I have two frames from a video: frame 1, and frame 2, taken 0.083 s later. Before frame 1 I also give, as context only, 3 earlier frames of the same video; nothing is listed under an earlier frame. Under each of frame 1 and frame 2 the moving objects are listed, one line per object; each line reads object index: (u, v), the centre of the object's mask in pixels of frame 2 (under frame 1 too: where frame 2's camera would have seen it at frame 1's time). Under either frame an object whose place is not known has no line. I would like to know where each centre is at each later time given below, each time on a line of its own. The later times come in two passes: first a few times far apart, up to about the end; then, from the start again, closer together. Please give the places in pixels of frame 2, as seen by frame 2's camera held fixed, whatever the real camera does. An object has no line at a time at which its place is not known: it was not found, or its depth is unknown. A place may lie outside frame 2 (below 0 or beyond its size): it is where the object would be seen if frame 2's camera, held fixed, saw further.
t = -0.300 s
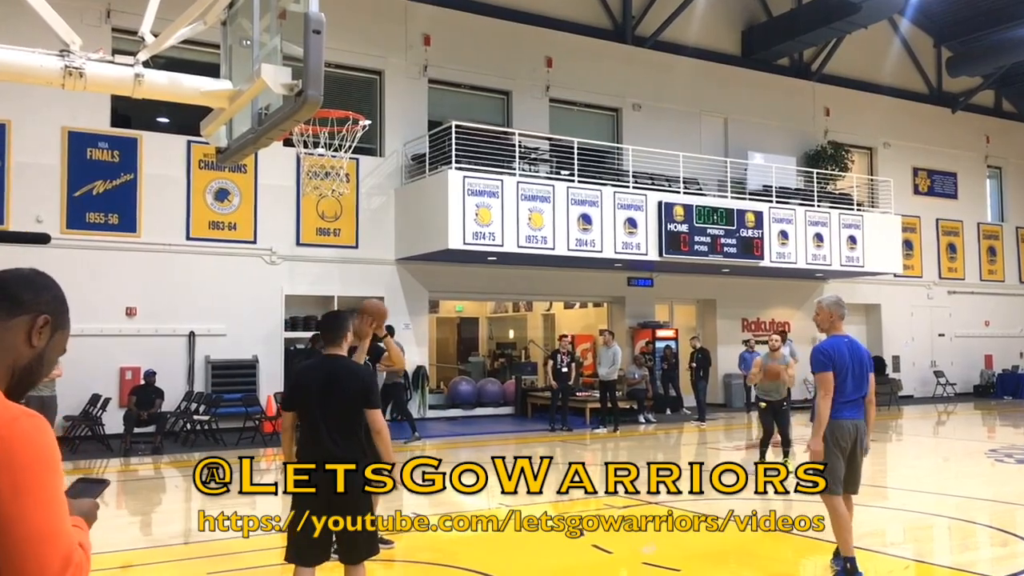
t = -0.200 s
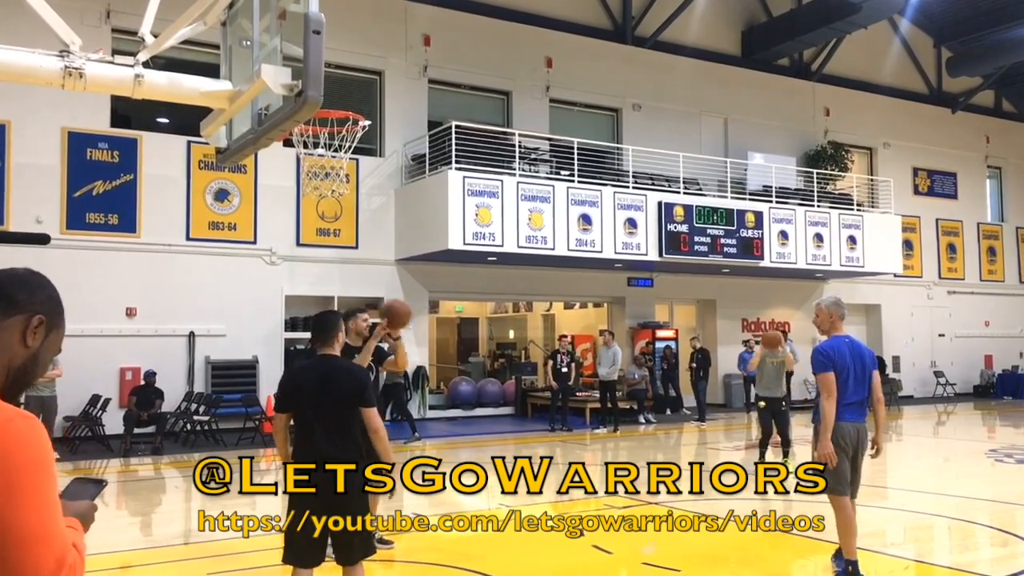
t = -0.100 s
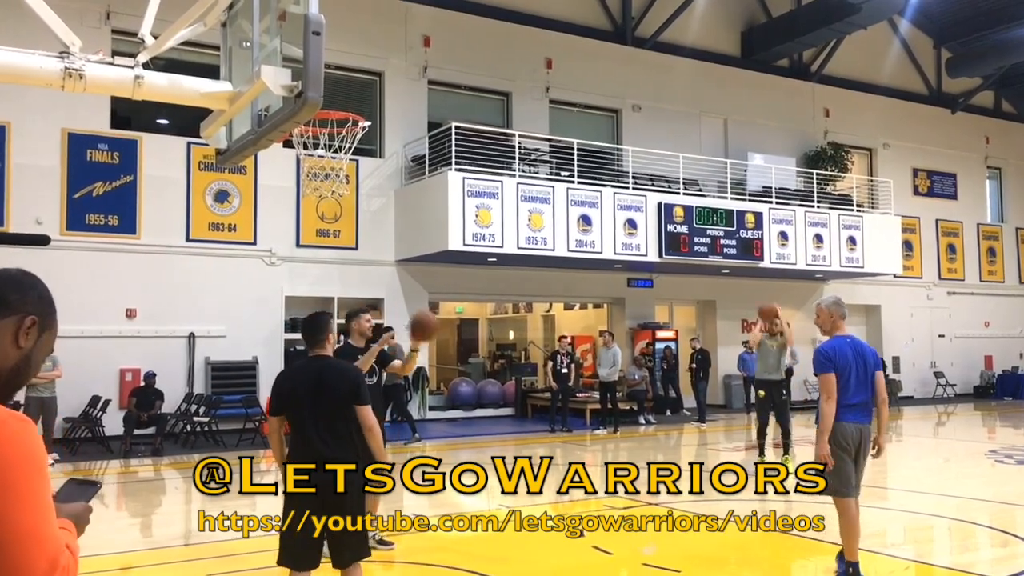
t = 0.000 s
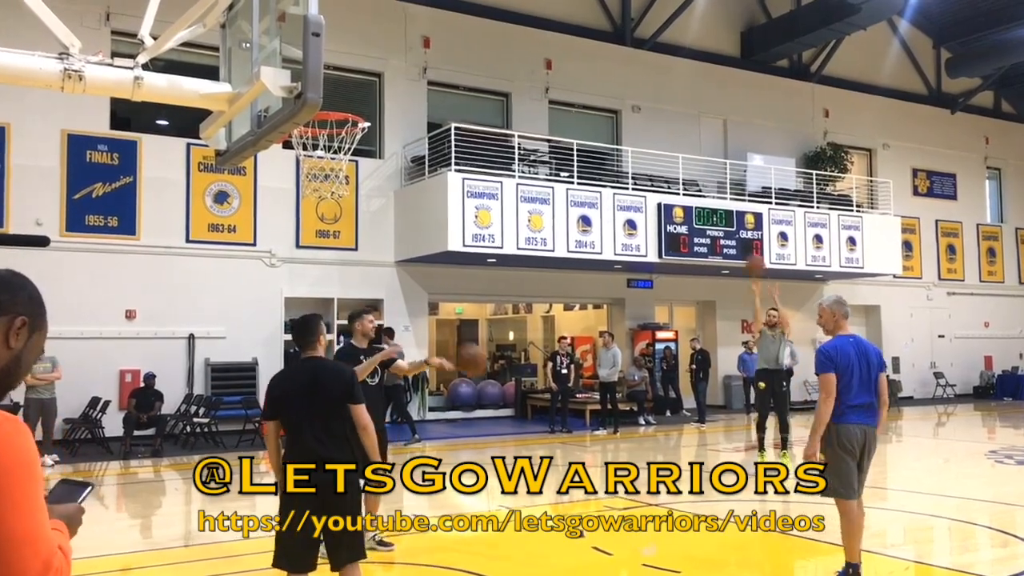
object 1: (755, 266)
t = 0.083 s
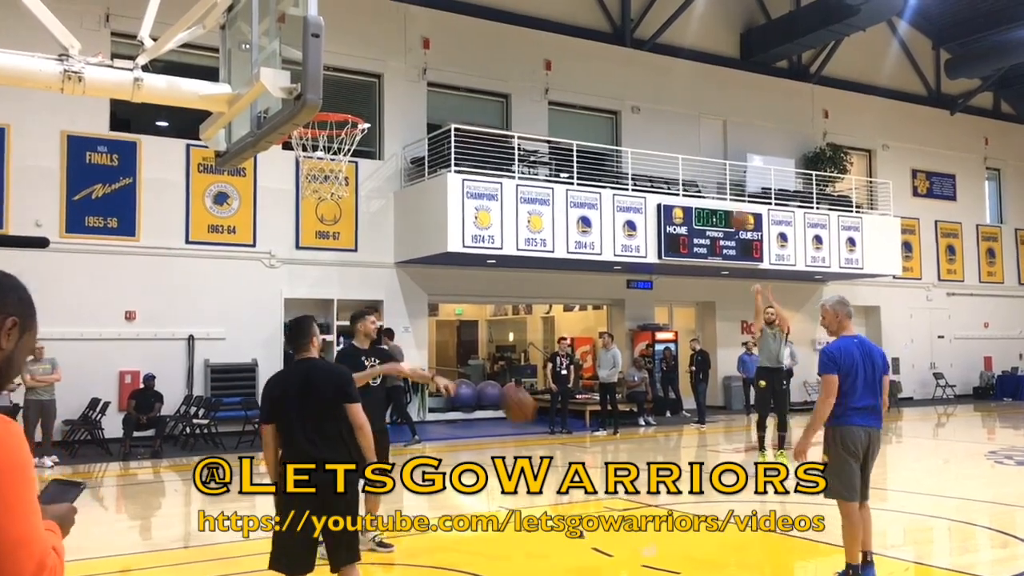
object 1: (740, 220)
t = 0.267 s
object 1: (702, 132)
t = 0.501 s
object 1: (647, 43)
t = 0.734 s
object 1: (580, -4)
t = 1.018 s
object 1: (472, 1)
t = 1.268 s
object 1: (345, 100)
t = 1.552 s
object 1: (266, 233)
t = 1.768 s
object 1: (229, 395)
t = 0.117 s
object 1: (733, 202)
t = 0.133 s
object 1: (730, 194)
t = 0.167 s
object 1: (723, 179)
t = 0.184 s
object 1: (720, 170)
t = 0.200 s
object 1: (716, 163)
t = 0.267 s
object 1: (702, 132)
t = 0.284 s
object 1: (699, 124)
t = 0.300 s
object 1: (696, 117)
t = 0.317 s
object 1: (692, 110)
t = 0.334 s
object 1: (688, 104)
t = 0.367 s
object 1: (680, 90)
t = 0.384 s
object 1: (676, 83)
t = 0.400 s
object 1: (672, 77)
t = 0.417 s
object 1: (668, 71)
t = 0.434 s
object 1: (664, 66)
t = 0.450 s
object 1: (660, 59)
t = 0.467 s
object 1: (656, 54)
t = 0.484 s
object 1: (652, 48)
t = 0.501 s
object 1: (647, 43)
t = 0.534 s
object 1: (639, 33)
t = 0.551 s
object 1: (634, 29)
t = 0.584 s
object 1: (625, 20)
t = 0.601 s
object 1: (620, 16)
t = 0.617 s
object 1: (616, 12)
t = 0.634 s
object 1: (611, 8)
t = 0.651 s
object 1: (606, 5)
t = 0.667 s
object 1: (601, 2)
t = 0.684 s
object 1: (595, 0)
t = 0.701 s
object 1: (590, -1)
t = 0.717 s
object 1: (585, -3)
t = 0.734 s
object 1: (580, -4)
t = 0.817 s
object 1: (552, -7)
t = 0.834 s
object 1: (546, -7)
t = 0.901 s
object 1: (520, -7)
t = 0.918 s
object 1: (513, -6)
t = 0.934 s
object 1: (506, -6)
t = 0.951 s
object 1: (500, -5)
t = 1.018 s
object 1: (472, 1)
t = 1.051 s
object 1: (457, 7)
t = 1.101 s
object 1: (433, 23)
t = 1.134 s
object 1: (416, 34)
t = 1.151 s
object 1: (409, 42)
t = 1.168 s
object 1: (400, 49)
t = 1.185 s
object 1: (390, 58)
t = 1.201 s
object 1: (382, 65)
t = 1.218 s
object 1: (372, 75)
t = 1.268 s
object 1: (345, 100)
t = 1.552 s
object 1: (266, 233)
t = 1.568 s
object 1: (263, 243)
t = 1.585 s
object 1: (260, 253)
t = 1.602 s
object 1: (257, 263)
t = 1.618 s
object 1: (255, 273)
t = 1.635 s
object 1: (252, 285)
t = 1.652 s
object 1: (249, 297)
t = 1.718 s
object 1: (237, 349)
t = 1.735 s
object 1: (235, 365)
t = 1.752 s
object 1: (231, 380)
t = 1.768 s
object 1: (229, 395)
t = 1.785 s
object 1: (226, 412)
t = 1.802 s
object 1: (222, 425)
